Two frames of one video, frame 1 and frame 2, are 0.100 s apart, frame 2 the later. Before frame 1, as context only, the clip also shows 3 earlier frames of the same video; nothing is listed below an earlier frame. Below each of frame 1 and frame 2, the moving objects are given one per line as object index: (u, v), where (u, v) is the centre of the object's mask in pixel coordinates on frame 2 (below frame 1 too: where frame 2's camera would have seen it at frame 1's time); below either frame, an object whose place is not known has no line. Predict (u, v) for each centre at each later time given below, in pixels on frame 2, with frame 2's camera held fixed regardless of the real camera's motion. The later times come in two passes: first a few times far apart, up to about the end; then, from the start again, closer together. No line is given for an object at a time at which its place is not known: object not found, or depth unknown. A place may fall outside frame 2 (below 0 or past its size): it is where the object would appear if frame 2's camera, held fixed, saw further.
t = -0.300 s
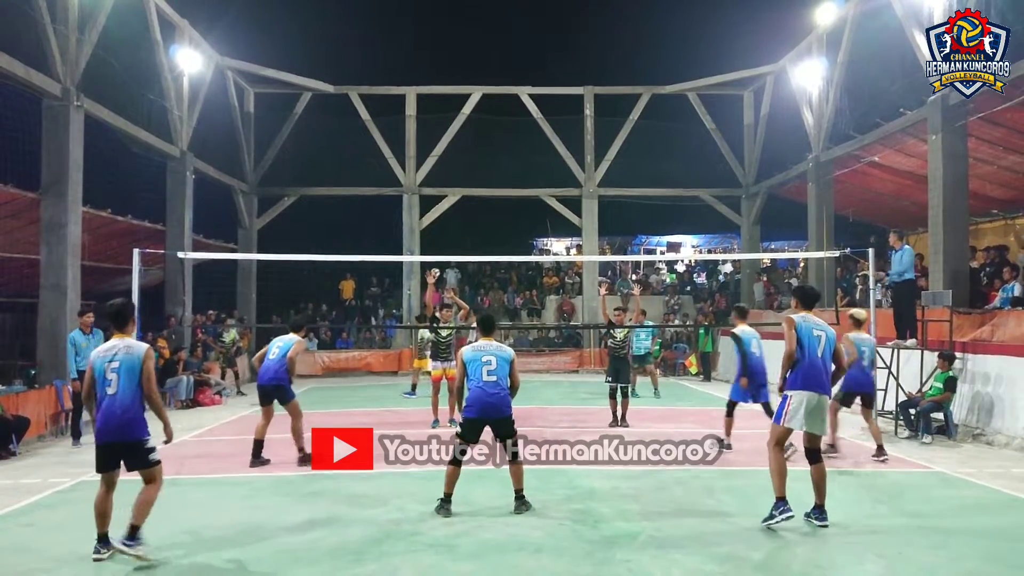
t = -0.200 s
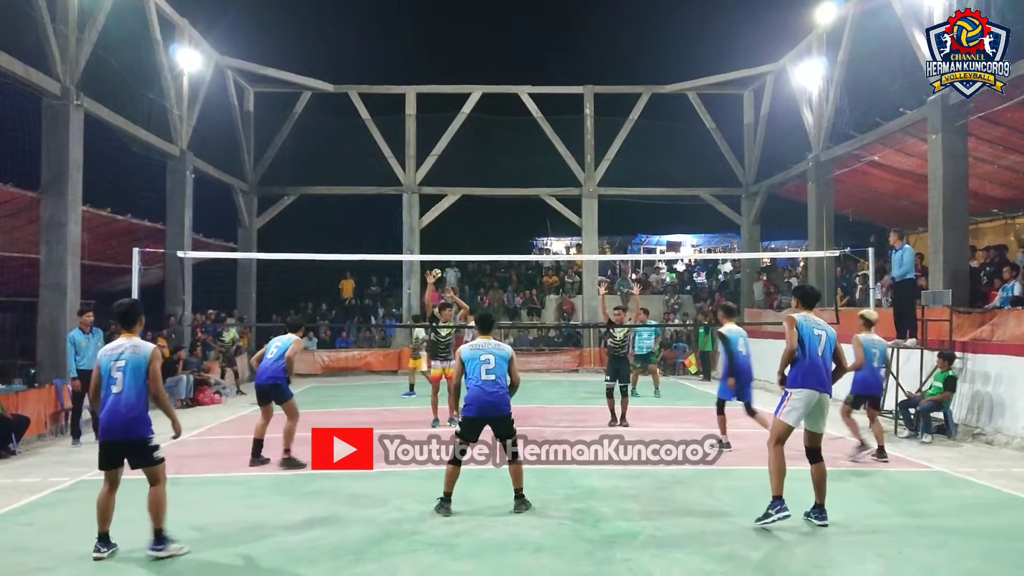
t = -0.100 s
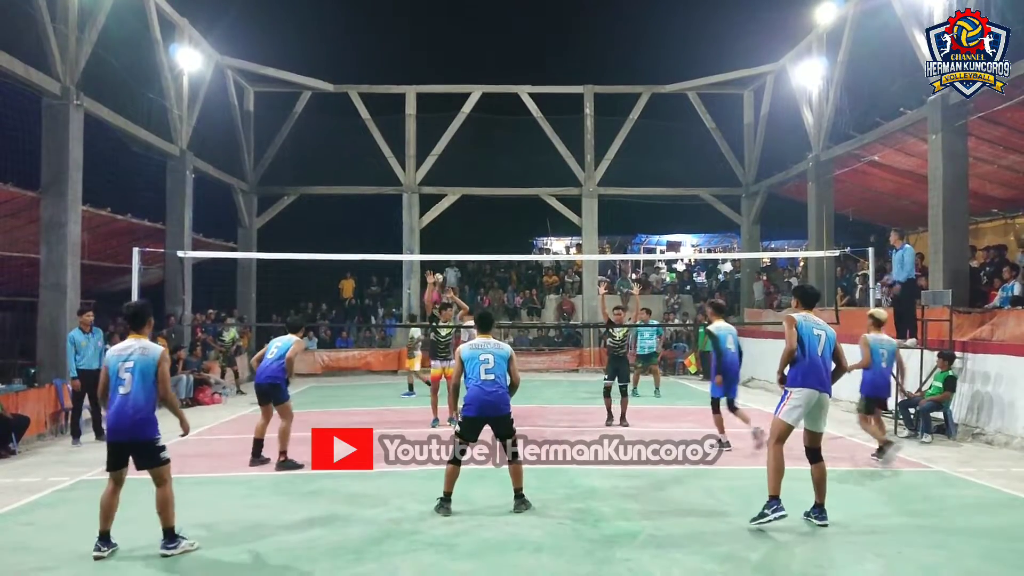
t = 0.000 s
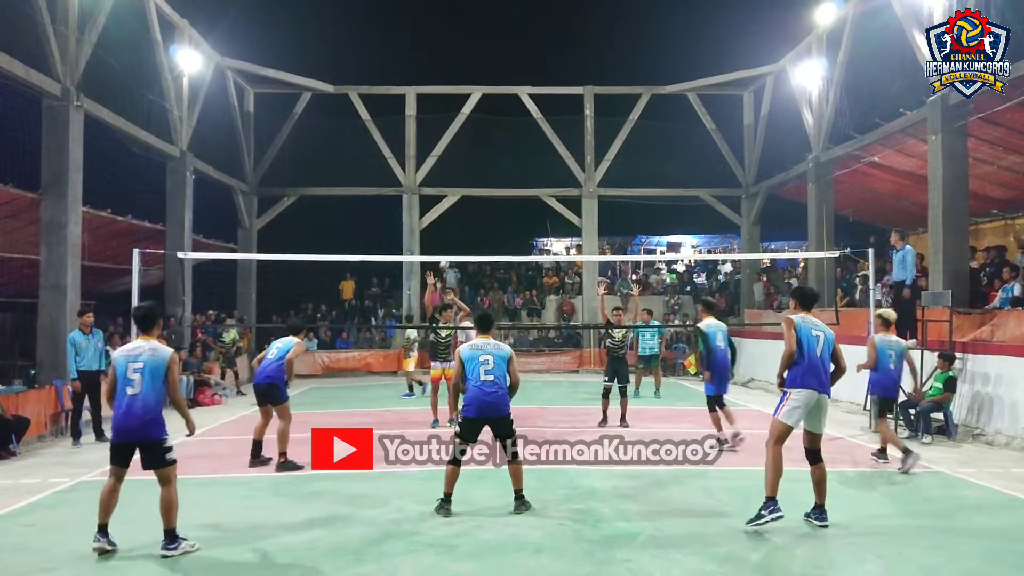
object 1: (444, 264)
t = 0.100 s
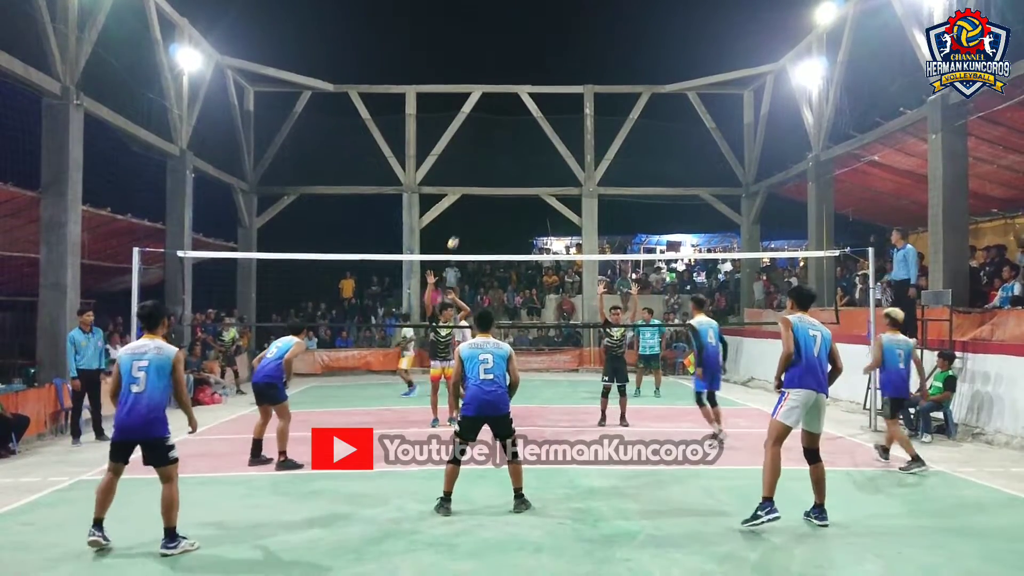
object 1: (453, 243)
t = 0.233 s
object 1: (465, 219)
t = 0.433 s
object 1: (488, 196)
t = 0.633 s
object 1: (516, 193)
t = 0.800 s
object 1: (545, 214)
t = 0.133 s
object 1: (456, 236)
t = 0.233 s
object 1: (465, 219)
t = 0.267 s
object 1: (469, 214)
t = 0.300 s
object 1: (472, 209)
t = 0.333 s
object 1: (476, 205)
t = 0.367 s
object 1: (480, 201)
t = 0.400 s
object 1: (483, 198)
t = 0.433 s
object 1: (488, 196)
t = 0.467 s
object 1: (492, 194)
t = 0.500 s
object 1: (496, 192)
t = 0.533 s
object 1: (501, 191)
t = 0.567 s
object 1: (506, 191)
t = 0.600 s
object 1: (511, 192)
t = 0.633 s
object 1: (516, 193)
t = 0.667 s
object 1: (521, 195)
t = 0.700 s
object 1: (527, 198)
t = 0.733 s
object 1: (533, 202)
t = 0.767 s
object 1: (538, 207)
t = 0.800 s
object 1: (545, 214)
